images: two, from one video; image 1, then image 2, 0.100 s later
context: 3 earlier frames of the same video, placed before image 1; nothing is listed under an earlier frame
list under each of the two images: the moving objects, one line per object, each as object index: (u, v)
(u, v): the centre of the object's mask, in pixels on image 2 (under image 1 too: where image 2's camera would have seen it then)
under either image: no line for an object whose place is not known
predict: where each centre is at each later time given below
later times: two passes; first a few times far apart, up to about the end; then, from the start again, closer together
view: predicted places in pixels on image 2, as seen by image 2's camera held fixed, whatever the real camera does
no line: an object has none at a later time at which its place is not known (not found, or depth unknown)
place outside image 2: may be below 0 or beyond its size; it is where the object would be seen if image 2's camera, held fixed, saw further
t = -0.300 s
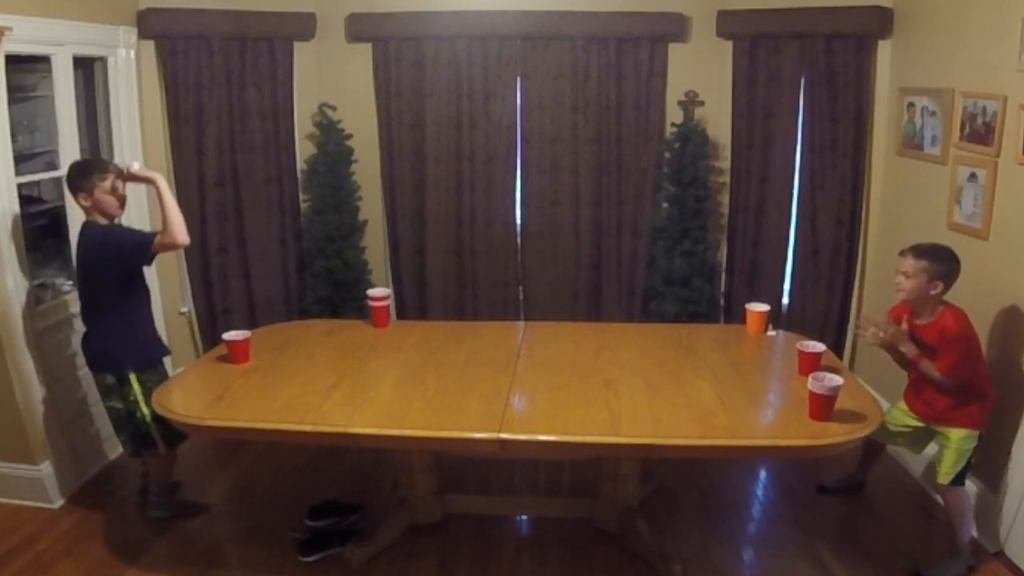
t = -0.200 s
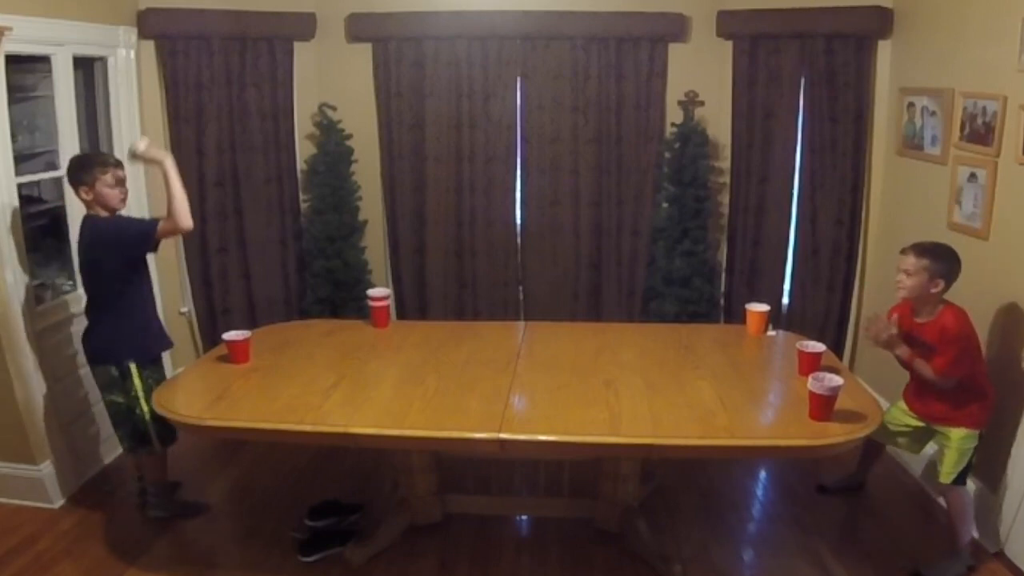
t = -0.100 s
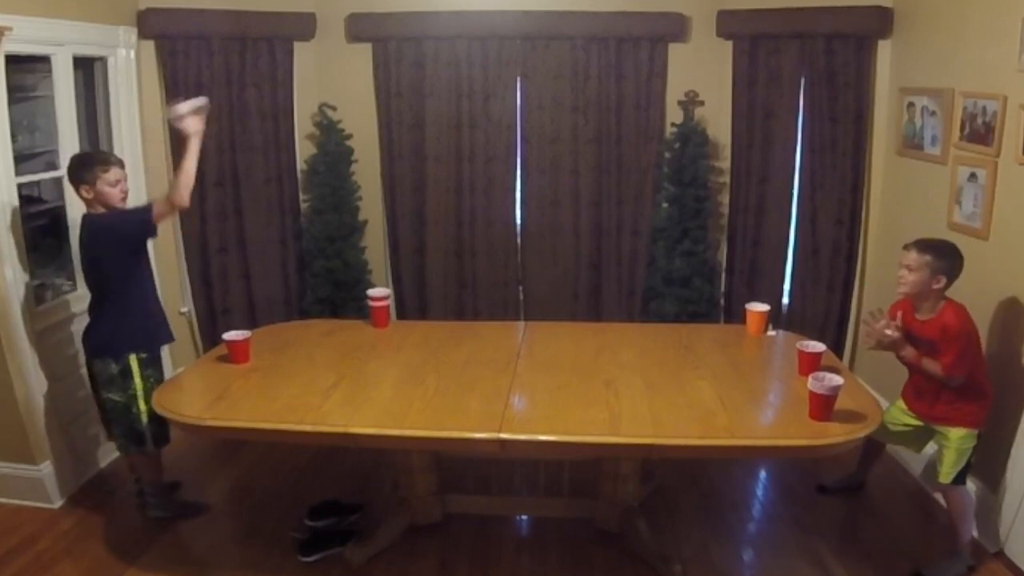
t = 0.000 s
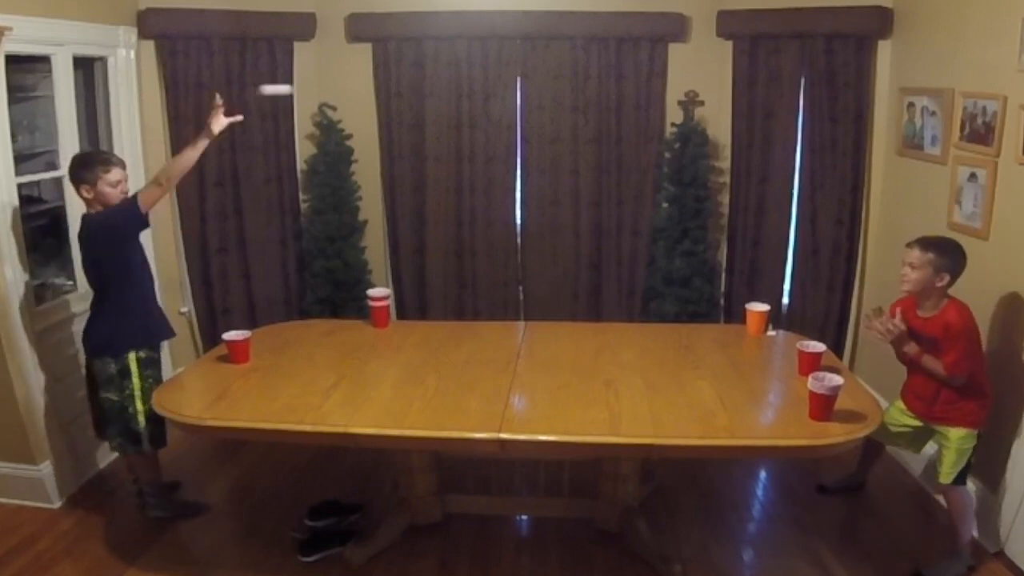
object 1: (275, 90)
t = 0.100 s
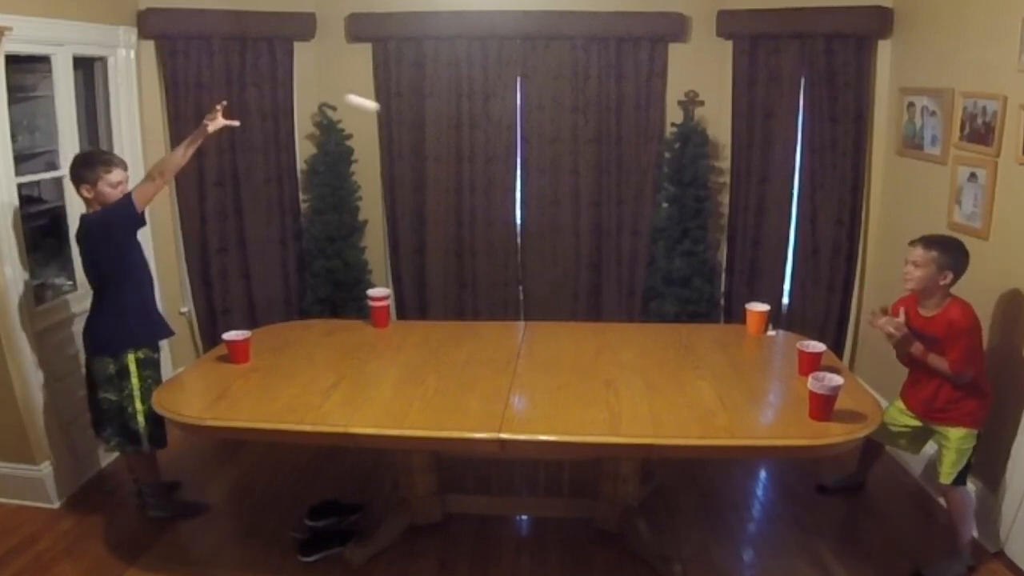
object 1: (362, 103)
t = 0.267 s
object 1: (497, 191)
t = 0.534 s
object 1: (667, 313)
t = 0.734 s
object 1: (768, 243)
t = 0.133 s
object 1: (390, 115)
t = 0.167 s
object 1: (418, 129)
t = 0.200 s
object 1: (445, 146)
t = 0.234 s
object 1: (472, 168)
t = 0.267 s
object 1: (497, 191)
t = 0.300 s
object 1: (523, 219)
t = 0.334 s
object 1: (547, 248)
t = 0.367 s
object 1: (571, 279)
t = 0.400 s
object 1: (592, 311)
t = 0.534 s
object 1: (667, 313)
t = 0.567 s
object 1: (684, 295)
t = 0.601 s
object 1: (701, 278)
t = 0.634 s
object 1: (718, 264)
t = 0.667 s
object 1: (736, 255)
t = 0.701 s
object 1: (752, 247)
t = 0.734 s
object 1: (768, 243)
